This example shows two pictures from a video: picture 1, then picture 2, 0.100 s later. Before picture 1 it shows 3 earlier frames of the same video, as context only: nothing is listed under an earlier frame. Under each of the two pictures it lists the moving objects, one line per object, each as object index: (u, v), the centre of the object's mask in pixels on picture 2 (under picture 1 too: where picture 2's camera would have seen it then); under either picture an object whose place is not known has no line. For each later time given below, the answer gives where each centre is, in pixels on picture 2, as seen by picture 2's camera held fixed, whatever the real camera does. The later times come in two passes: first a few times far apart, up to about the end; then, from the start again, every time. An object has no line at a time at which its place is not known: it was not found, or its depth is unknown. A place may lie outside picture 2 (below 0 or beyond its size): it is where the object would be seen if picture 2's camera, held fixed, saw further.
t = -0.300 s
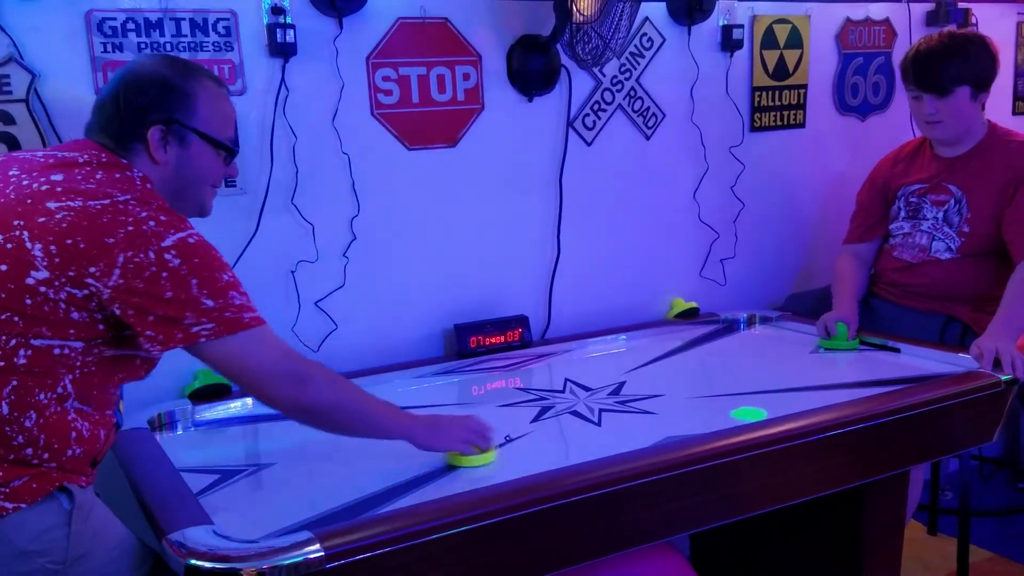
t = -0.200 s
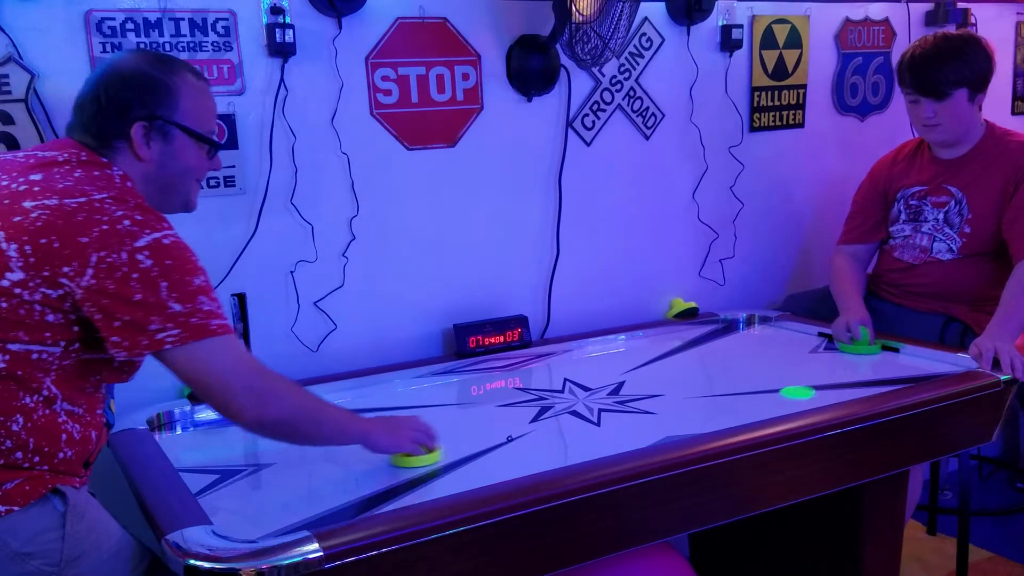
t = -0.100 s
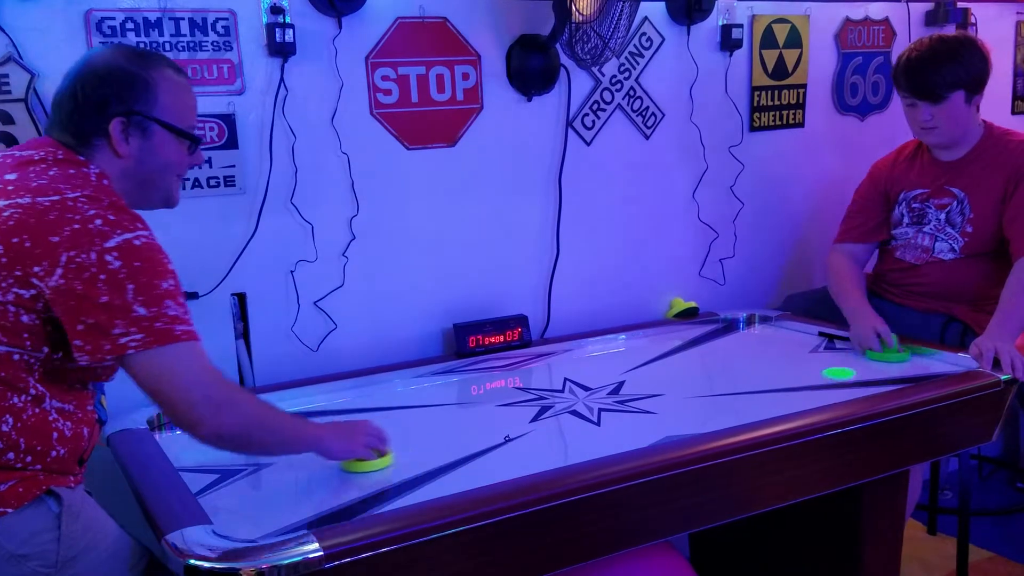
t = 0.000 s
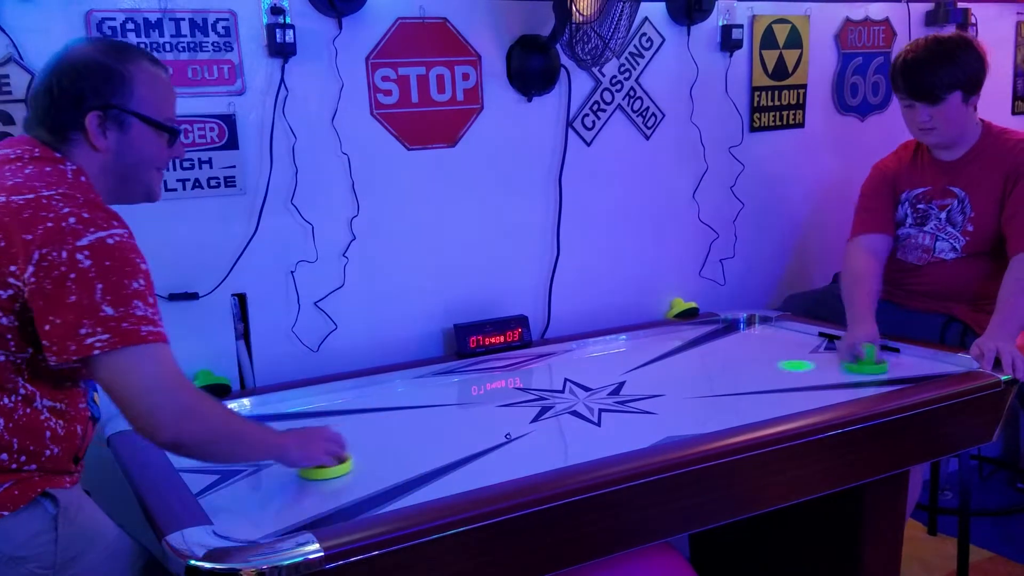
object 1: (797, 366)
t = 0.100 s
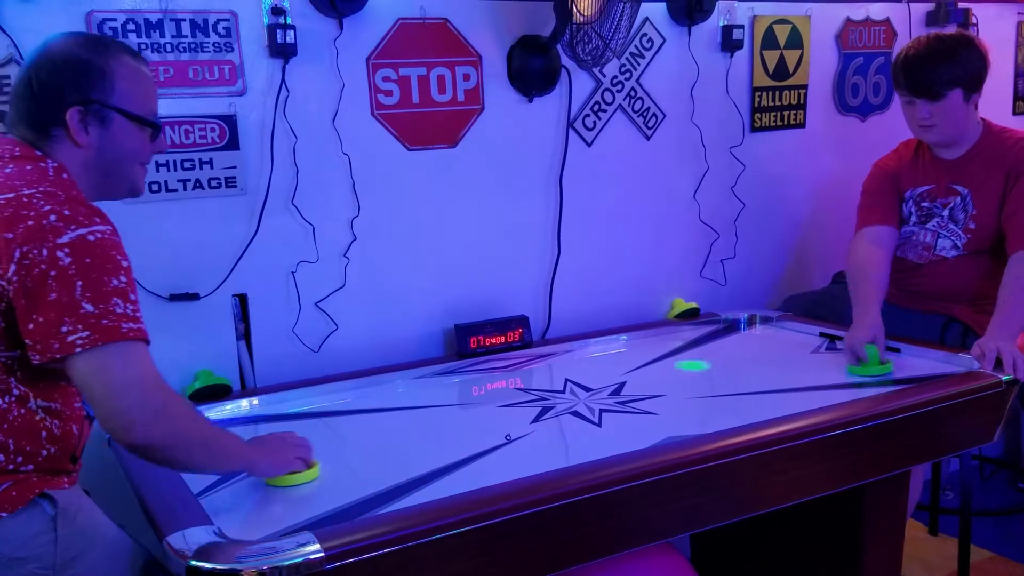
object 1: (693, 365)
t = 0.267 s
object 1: (535, 363)
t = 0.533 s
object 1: (439, 417)
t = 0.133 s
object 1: (660, 365)
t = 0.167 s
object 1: (626, 364)
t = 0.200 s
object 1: (596, 364)
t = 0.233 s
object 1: (565, 363)
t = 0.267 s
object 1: (535, 363)
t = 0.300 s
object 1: (516, 366)
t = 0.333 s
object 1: (506, 372)
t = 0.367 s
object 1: (496, 378)
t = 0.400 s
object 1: (485, 386)
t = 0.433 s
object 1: (474, 394)
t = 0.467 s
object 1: (463, 401)
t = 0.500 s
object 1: (451, 409)
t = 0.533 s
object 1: (439, 417)
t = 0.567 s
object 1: (427, 426)
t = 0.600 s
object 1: (413, 434)
